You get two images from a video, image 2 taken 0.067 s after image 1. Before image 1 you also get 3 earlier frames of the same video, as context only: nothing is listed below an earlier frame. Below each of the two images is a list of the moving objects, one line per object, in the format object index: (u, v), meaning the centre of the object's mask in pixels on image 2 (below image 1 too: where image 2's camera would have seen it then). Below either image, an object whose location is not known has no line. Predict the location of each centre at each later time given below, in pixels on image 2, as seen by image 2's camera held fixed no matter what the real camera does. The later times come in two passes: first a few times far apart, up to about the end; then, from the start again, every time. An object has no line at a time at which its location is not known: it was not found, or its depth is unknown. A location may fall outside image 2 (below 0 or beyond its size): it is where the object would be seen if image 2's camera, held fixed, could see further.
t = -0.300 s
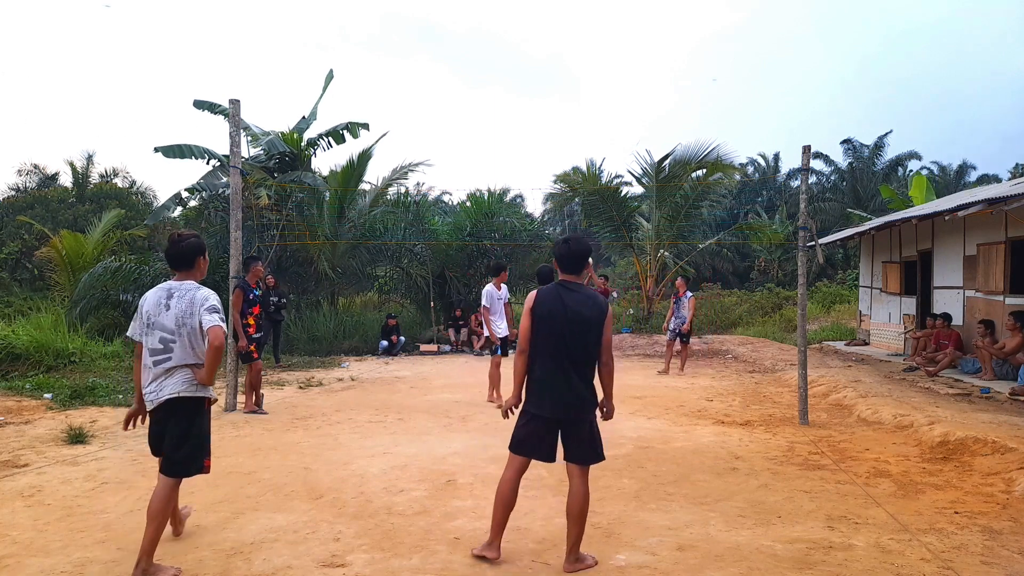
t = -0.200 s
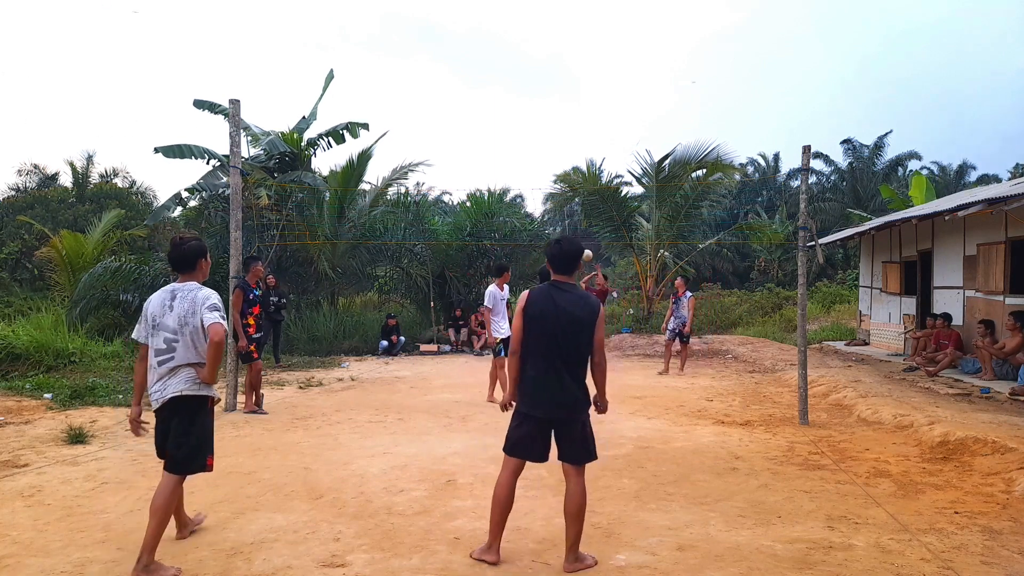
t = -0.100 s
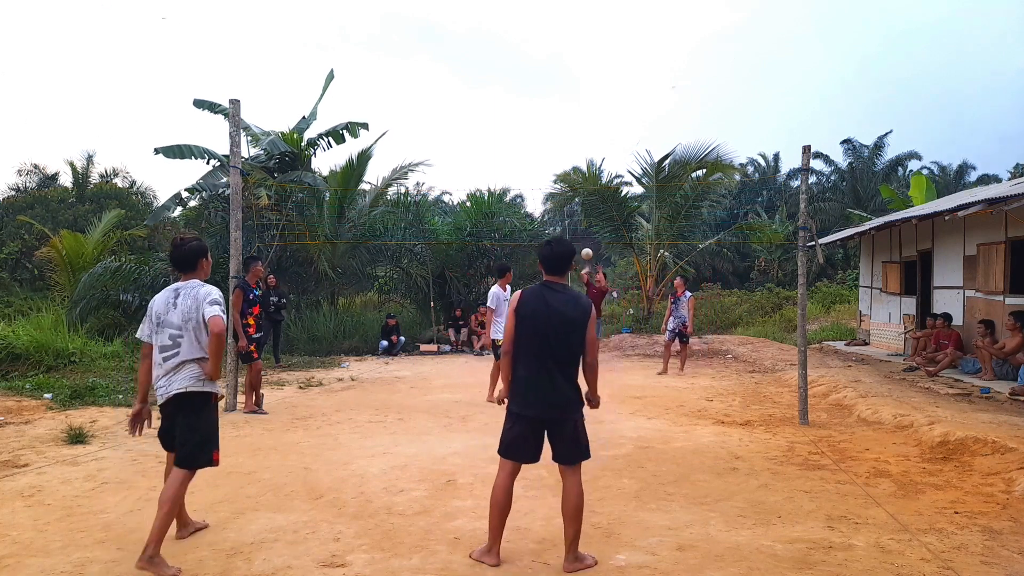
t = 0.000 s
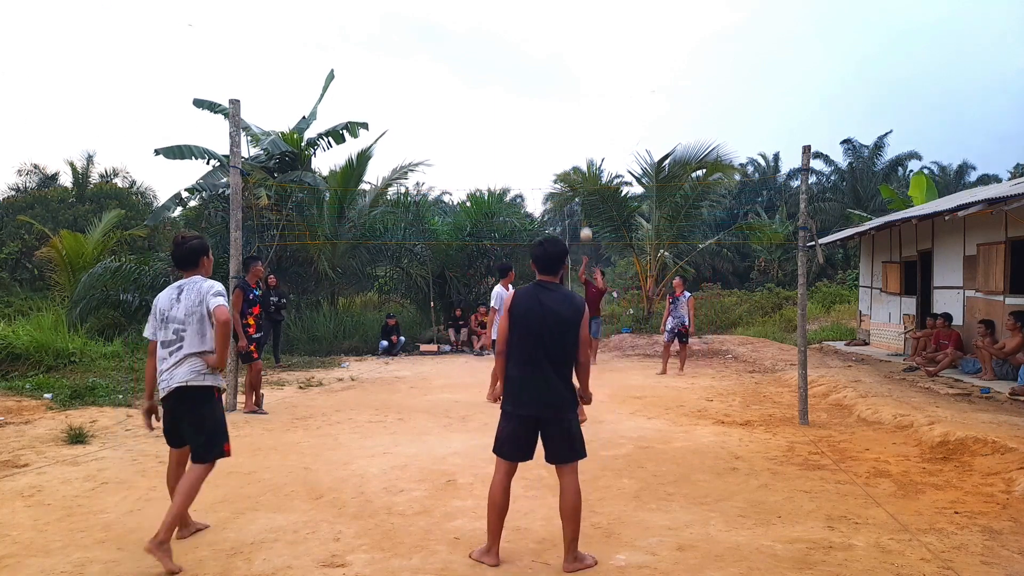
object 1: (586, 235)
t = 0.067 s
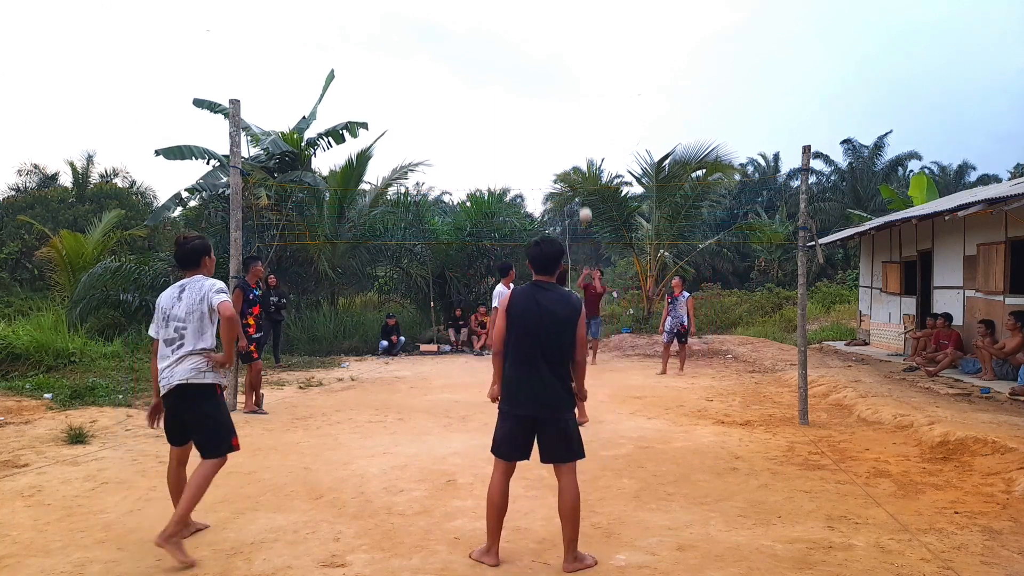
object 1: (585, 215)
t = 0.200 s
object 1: (586, 178)
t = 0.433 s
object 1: (586, 119)
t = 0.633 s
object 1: (580, 84)
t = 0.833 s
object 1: (562, 88)
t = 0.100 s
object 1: (585, 205)
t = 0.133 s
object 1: (585, 196)
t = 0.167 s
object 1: (585, 187)
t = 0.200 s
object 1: (586, 178)
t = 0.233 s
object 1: (586, 169)
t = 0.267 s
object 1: (586, 160)
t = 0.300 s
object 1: (586, 151)
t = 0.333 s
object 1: (587, 143)
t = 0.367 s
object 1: (587, 135)
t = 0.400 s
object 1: (587, 127)
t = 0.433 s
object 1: (586, 119)
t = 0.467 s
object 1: (586, 111)
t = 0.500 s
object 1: (585, 105)
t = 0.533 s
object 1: (584, 98)
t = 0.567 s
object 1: (583, 92)
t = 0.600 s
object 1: (582, 87)
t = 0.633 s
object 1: (580, 84)
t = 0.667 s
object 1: (577, 81)
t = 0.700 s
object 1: (575, 79)
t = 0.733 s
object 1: (572, 79)
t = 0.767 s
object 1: (569, 80)
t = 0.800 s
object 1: (566, 83)
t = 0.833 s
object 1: (562, 88)
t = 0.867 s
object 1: (557, 95)
